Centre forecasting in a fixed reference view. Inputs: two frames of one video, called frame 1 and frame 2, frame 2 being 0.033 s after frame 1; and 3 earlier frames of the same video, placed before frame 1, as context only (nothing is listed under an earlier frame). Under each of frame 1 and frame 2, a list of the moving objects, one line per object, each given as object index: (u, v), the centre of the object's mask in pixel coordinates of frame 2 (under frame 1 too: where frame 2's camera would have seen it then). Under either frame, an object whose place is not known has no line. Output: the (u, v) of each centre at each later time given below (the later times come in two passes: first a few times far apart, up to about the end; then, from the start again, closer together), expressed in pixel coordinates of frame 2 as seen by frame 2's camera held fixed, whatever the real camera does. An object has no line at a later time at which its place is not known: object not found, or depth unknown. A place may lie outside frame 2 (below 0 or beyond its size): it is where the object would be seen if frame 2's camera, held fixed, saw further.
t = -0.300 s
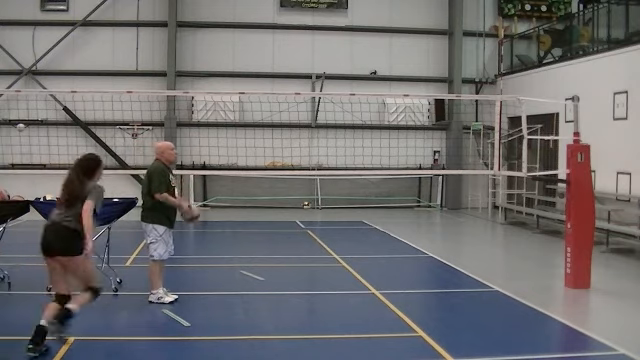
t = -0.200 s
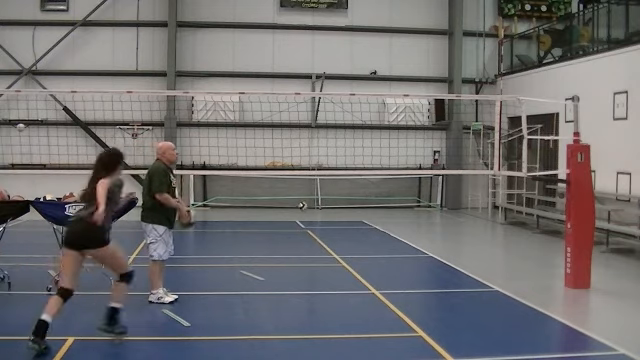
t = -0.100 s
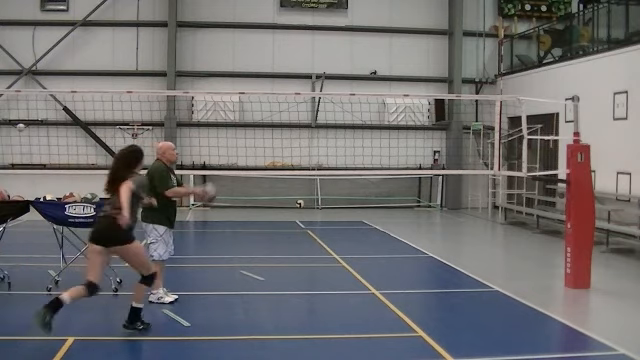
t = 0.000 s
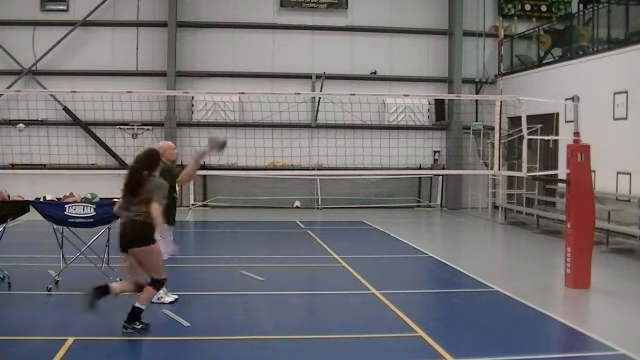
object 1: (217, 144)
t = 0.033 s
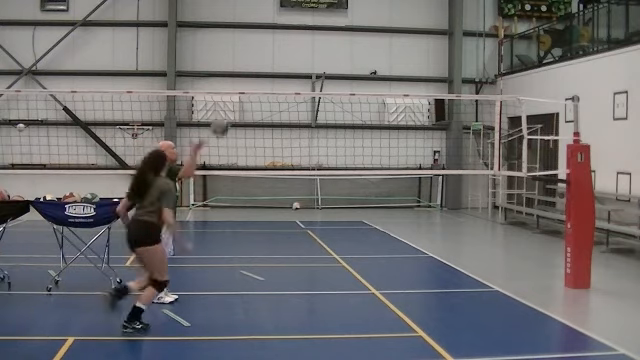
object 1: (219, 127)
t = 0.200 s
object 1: (231, 62)
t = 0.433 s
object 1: (247, 15)
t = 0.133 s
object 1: (227, 84)
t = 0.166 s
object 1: (229, 72)
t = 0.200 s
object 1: (231, 62)
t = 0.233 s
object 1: (234, 52)
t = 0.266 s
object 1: (236, 44)
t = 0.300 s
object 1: (238, 35)
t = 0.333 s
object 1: (241, 29)
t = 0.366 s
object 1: (242, 23)
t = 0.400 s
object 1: (245, 19)
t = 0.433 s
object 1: (247, 15)
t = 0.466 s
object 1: (249, 13)
